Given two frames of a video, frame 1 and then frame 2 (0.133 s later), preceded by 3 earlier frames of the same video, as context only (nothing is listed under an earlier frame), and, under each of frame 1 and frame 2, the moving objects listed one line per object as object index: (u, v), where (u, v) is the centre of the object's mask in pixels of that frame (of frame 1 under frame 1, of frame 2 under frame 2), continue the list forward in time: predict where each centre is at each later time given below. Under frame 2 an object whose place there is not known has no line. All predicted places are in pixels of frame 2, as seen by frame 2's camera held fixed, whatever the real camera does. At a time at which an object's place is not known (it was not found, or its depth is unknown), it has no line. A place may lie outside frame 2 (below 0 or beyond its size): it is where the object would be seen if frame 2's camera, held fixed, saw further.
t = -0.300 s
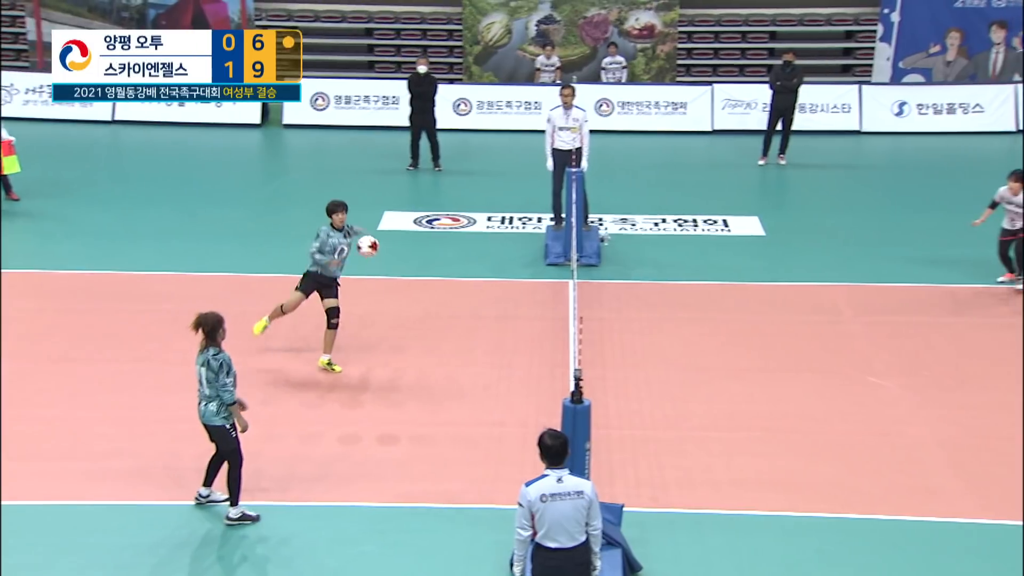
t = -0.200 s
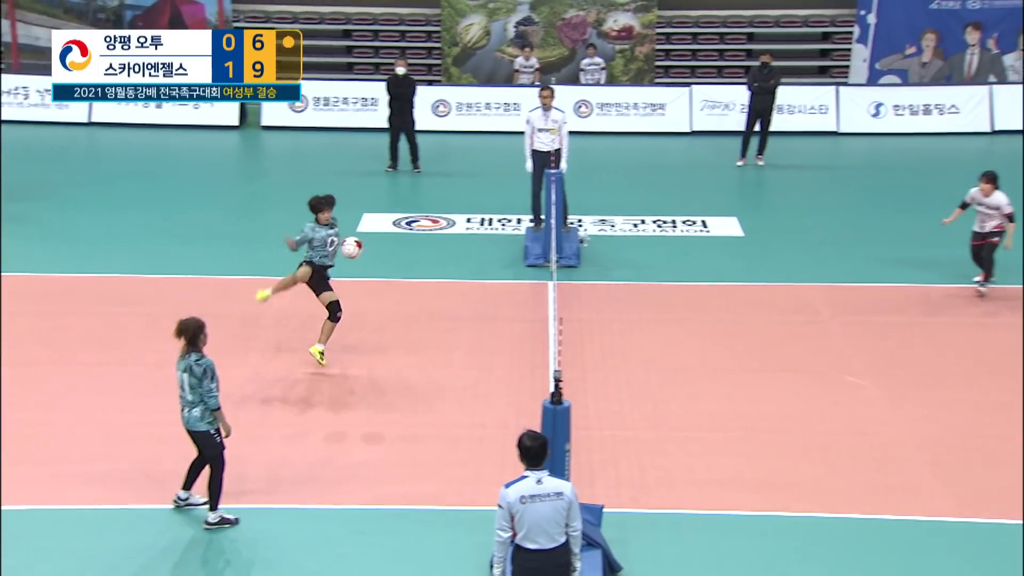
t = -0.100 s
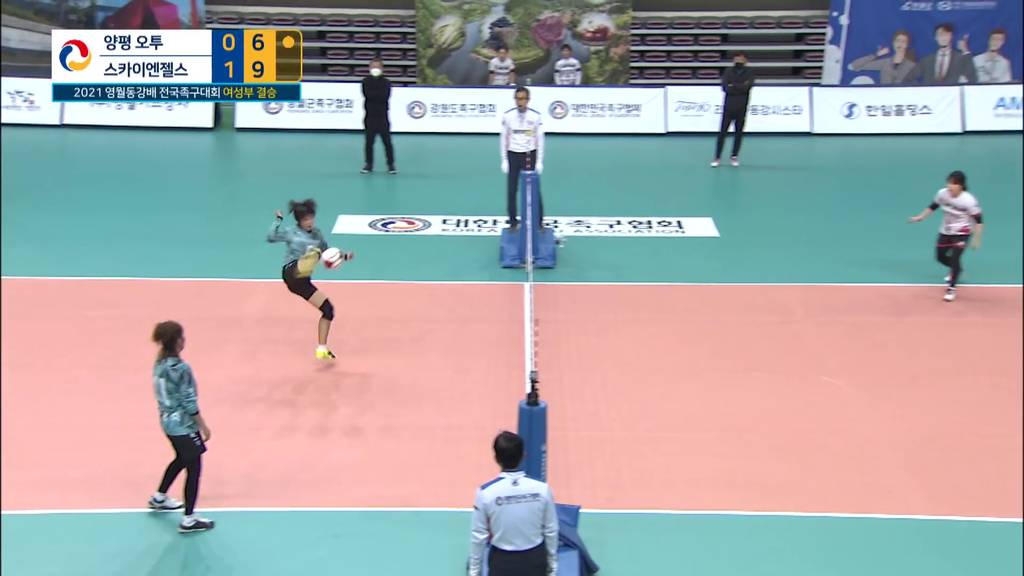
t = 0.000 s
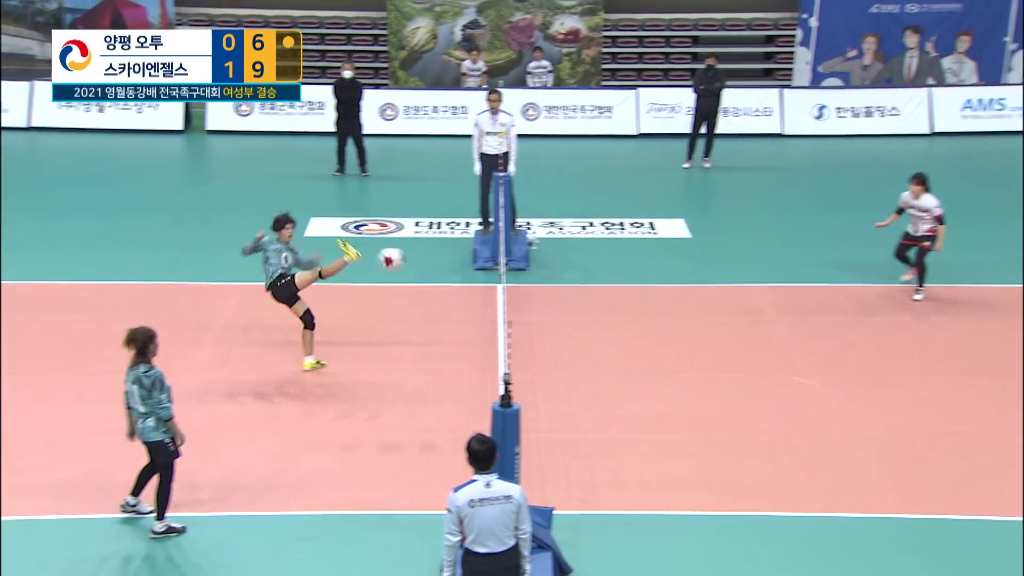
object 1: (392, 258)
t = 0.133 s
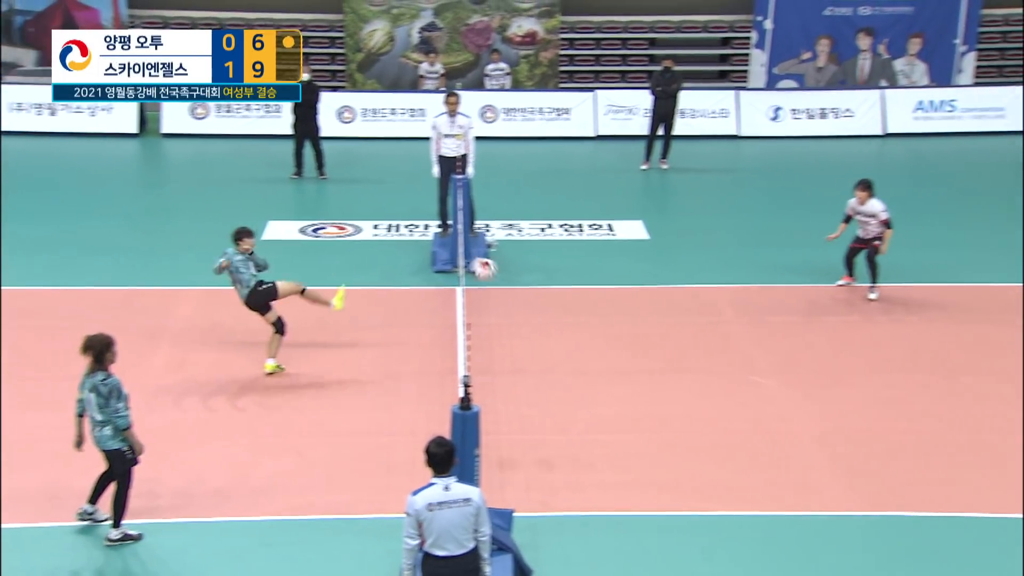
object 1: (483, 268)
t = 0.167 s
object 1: (516, 273)
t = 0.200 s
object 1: (551, 278)
